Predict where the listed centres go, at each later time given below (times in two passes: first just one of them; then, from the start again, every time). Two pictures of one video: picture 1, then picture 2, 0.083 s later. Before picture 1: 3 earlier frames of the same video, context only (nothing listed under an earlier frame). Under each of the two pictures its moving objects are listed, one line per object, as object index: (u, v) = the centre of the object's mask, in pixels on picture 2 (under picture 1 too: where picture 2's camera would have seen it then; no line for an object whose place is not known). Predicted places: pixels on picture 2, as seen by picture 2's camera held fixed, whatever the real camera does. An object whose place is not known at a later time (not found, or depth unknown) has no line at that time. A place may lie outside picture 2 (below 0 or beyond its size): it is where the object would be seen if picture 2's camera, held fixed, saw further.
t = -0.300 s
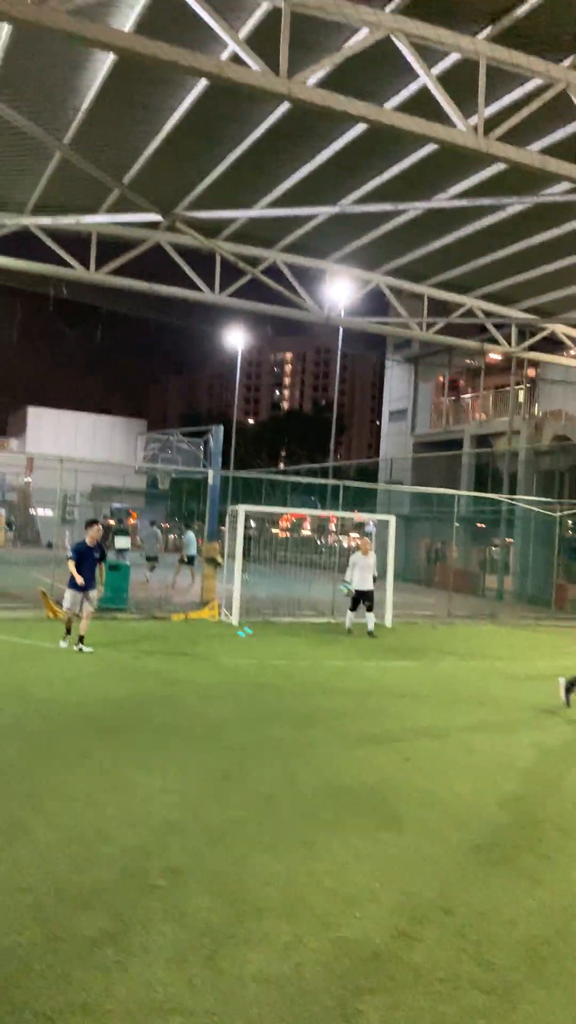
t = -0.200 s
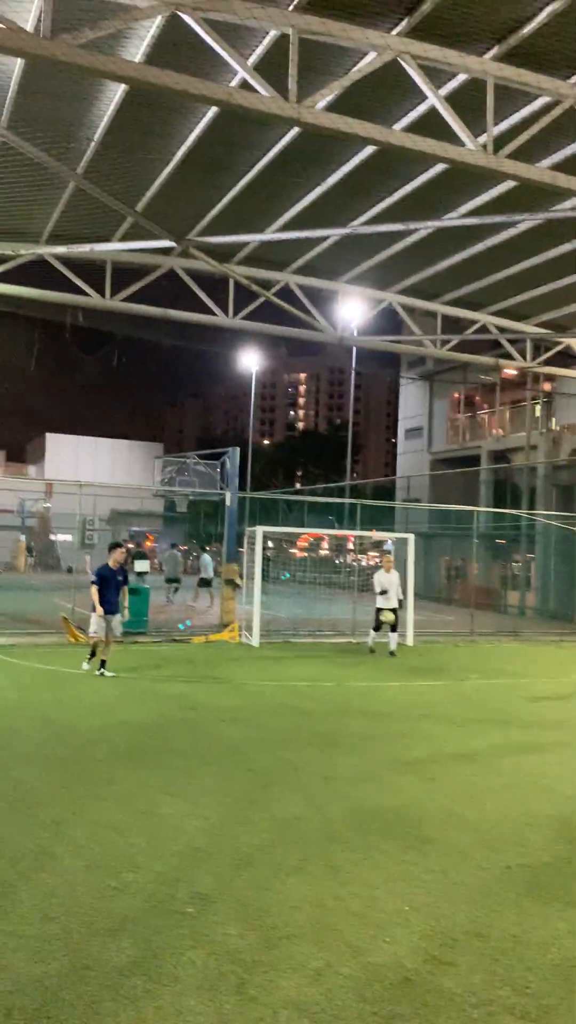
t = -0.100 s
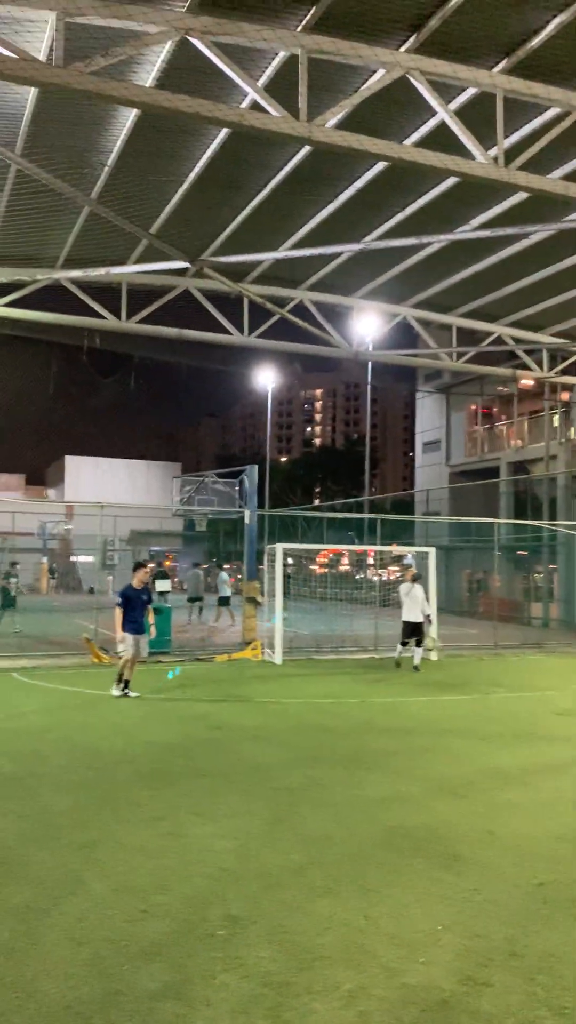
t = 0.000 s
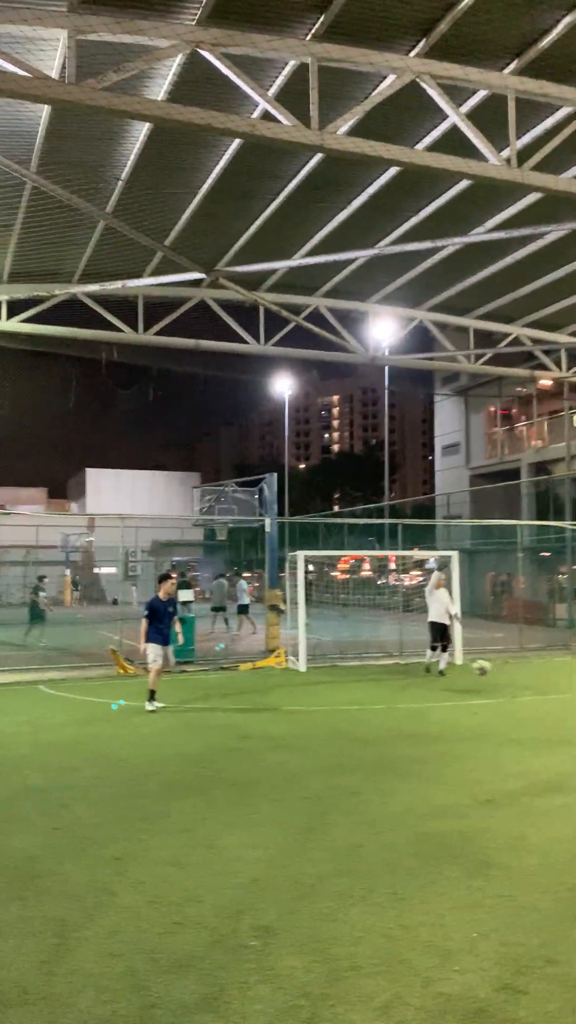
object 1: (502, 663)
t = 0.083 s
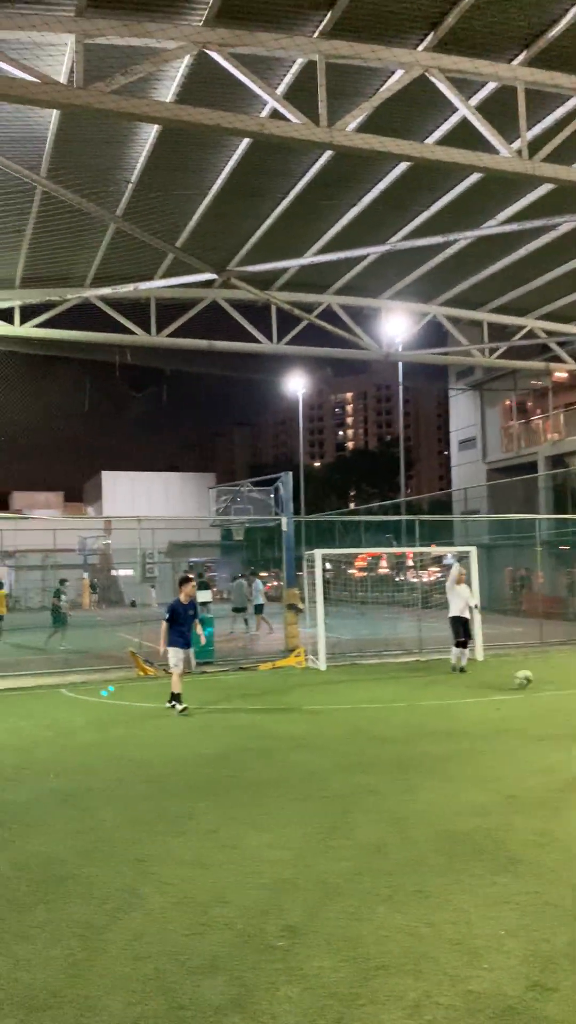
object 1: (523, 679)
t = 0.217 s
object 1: (548, 660)
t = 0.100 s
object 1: (527, 675)
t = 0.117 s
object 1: (530, 673)
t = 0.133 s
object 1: (533, 670)
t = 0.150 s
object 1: (536, 668)
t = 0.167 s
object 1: (540, 666)
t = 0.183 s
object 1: (543, 664)
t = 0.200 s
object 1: (546, 663)
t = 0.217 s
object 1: (548, 660)
